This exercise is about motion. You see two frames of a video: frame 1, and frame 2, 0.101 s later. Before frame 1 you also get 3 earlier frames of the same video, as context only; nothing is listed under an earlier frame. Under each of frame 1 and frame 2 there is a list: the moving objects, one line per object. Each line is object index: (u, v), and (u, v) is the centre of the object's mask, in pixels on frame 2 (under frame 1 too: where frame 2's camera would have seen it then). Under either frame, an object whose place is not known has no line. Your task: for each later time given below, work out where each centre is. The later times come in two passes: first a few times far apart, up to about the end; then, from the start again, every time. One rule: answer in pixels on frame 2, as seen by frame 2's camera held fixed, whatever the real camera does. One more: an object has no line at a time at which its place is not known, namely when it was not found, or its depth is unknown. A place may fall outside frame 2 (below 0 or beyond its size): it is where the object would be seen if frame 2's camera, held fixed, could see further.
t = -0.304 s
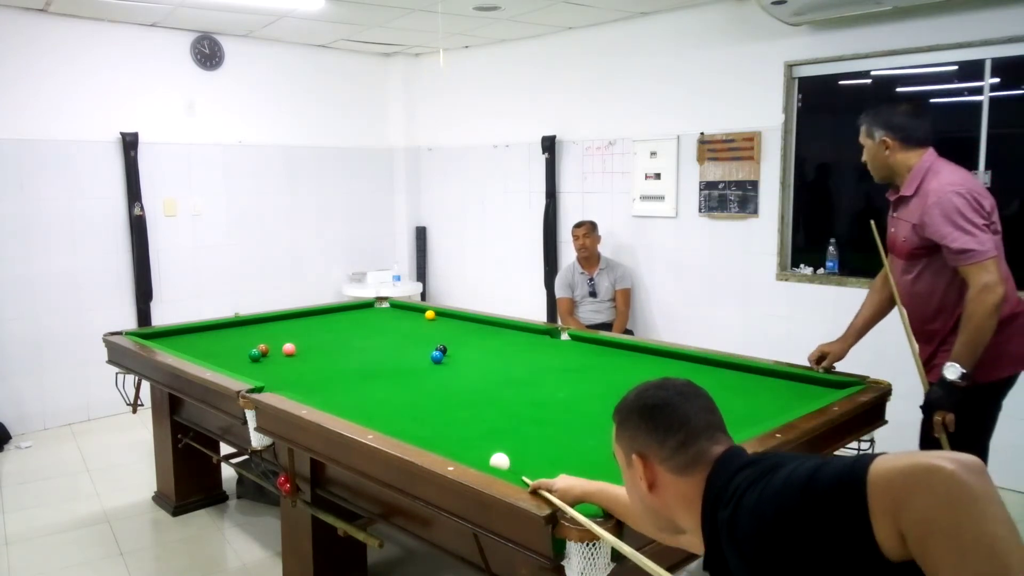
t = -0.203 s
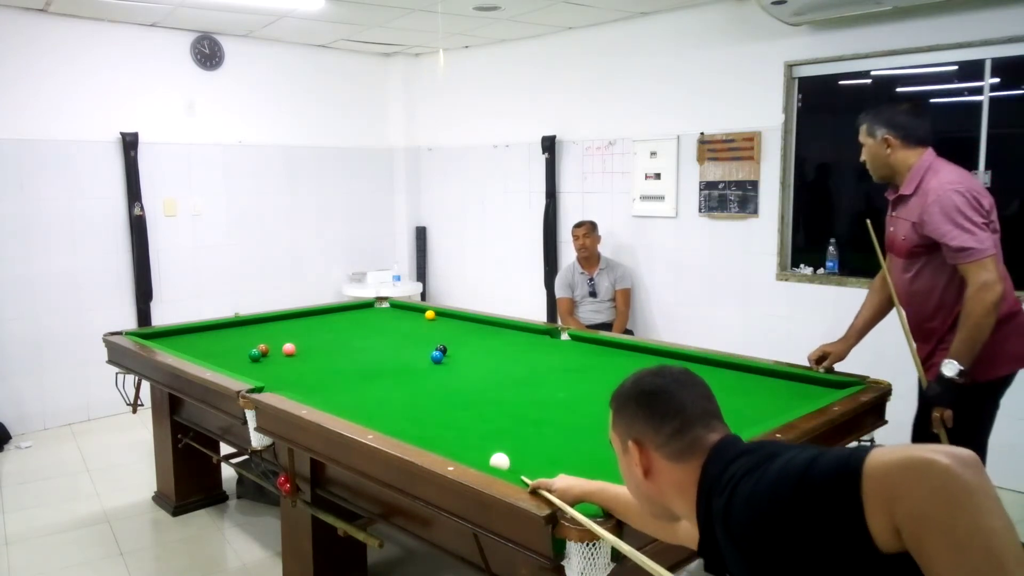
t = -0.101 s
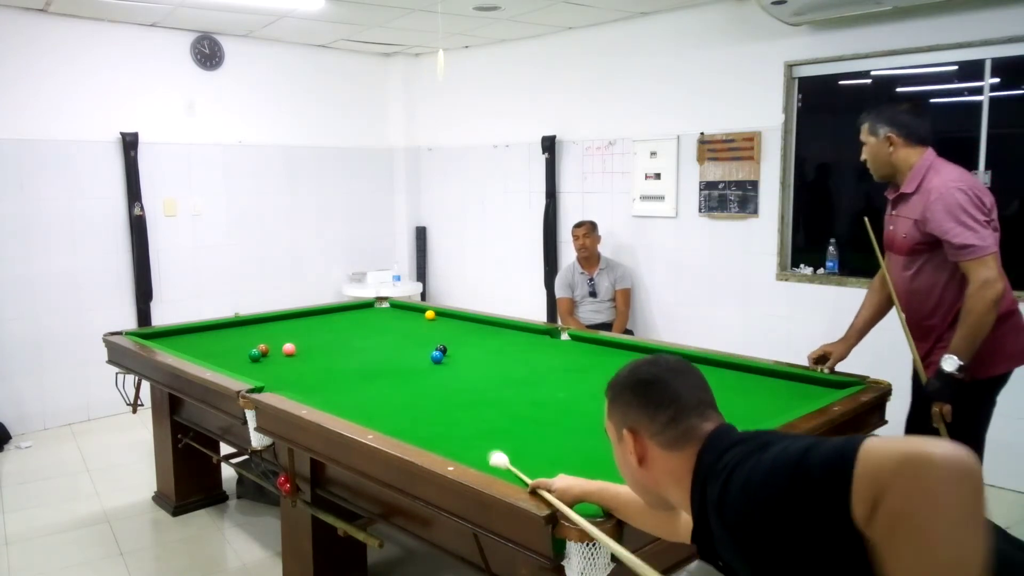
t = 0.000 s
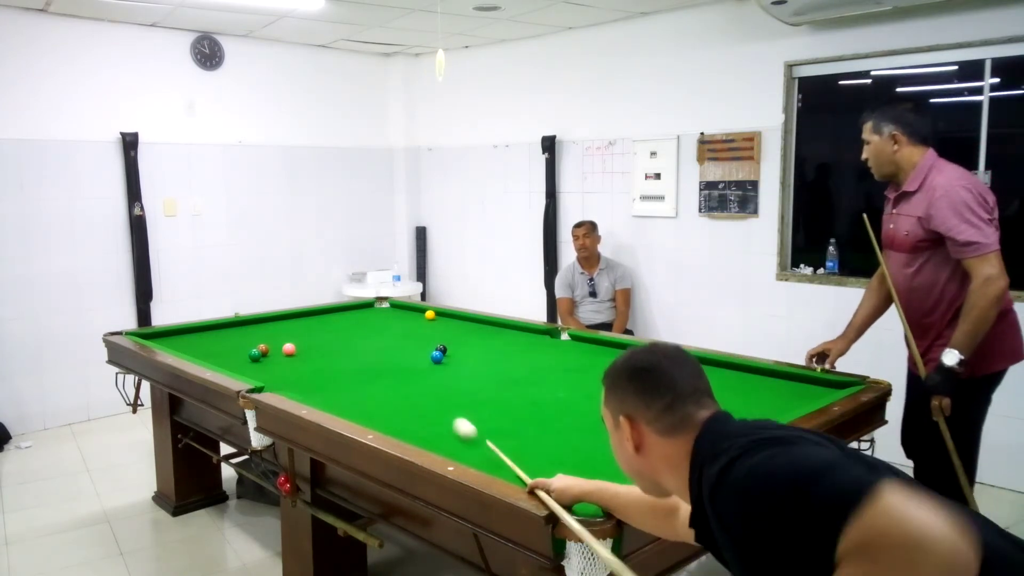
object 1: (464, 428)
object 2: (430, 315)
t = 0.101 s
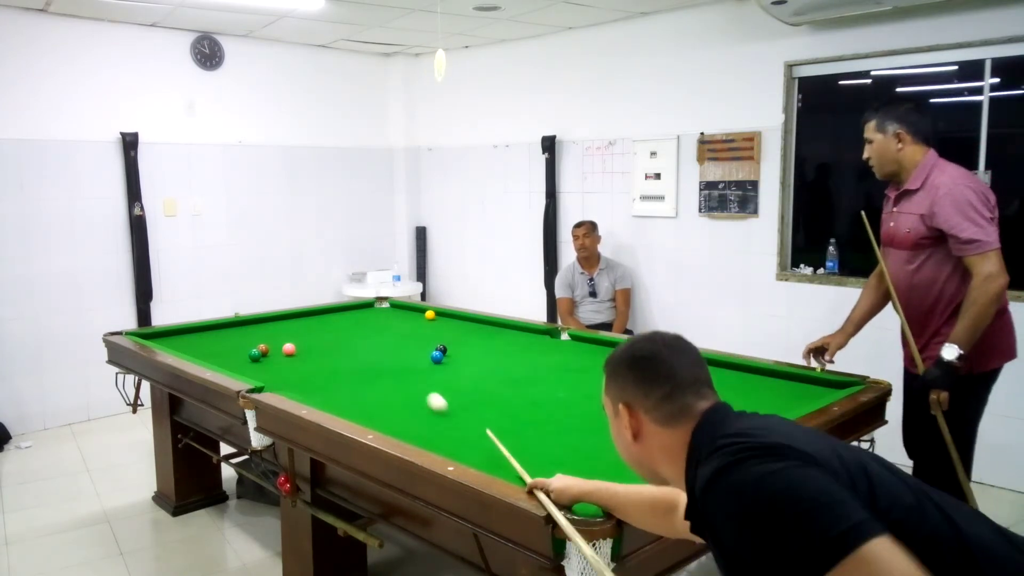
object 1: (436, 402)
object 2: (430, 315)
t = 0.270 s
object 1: (402, 369)
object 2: (430, 315)
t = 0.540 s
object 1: (365, 334)
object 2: (430, 315)
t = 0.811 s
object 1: (340, 310)
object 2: (430, 315)
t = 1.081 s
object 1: (413, 313)
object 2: (430, 315)
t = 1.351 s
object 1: (437, 313)
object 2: (478, 320)
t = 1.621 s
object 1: (436, 316)
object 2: (508, 328)
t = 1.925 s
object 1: (436, 320)
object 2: (544, 337)
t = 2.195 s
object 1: (436, 322)
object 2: (580, 346)
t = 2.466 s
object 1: (436, 325)
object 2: (617, 355)
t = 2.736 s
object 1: (435, 328)
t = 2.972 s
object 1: (435, 330)
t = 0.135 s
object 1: (429, 394)
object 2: (430, 315)
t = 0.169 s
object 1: (421, 388)
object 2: (430, 315)
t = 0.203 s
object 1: (415, 381)
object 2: (430, 315)
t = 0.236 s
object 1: (408, 375)
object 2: (430, 315)
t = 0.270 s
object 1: (402, 369)
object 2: (430, 315)
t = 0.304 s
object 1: (397, 364)
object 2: (430, 315)
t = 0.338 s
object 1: (391, 359)
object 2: (430, 315)
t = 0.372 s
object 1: (387, 354)
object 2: (430, 315)
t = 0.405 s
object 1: (382, 350)
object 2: (430, 315)
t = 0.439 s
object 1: (377, 346)
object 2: (430, 315)
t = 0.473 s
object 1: (373, 341)
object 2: (430, 315)
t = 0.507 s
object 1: (369, 338)
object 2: (430, 315)
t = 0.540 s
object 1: (365, 334)
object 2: (430, 315)
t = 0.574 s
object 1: (361, 330)
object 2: (430, 315)
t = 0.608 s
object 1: (358, 327)
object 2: (430, 315)
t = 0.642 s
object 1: (354, 324)
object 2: (430, 315)
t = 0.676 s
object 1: (351, 321)
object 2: (430, 315)
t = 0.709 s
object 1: (348, 318)
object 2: (430, 315)
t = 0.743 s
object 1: (345, 315)
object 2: (430, 315)
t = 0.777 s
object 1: (342, 312)
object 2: (430, 315)
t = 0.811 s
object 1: (340, 310)
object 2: (430, 315)
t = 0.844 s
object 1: (340, 308)
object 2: (430, 315)
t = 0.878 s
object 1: (350, 308)
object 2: (430, 315)
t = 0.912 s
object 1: (360, 309)
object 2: (430, 315)
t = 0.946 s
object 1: (371, 310)
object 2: (430, 315)
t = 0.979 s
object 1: (382, 311)
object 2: (430, 315)
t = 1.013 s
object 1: (392, 312)
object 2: (430, 315)
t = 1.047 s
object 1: (403, 312)
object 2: (430, 315)
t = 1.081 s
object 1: (413, 313)
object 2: (430, 315)
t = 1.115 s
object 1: (421, 314)
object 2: (432, 315)
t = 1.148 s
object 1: (424, 314)
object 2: (438, 316)
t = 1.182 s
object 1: (427, 313)
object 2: (446, 317)
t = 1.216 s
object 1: (429, 313)
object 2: (453, 317)
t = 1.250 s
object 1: (432, 313)
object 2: (460, 318)
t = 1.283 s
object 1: (435, 313)
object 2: (467, 319)
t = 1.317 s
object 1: (437, 313)
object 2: (473, 320)
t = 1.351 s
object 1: (437, 313)
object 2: (478, 320)
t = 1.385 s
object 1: (437, 314)
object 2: (481, 321)
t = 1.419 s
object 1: (437, 314)
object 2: (485, 322)
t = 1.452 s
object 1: (437, 314)
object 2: (489, 323)
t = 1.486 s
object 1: (437, 315)
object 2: (492, 324)
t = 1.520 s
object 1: (437, 315)
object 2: (496, 325)
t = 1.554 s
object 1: (437, 316)
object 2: (500, 326)
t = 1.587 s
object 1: (437, 316)
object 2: (504, 327)
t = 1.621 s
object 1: (436, 316)
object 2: (508, 328)
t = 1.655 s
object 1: (436, 317)
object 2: (512, 329)
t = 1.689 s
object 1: (436, 317)
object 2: (516, 330)
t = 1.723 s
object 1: (436, 317)
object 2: (520, 331)
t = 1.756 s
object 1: (436, 318)
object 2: (524, 332)
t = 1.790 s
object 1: (436, 318)
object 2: (528, 333)
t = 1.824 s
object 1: (436, 319)
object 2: (532, 334)
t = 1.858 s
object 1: (436, 319)
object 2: (536, 335)
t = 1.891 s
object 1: (436, 319)
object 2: (540, 336)
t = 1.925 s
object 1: (436, 320)
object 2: (544, 337)
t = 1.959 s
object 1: (436, 320)
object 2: (549, 338)
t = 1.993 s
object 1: (436, 320)
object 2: (553, 339)
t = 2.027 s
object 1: (436, 321)
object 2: (557, 340)
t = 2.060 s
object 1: (436, 321)
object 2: (561, 341)
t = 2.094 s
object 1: (436, 321)
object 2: (566, 342)
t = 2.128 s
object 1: (436, 322)
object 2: (570, 343)
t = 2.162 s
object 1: (436, 322)
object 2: (575, 344)
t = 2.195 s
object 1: (436, 322)
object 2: (580, 346)
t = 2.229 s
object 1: (436, 323)
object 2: (584, 347)
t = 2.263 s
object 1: (436, 323)
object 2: (589, 348)
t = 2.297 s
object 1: (436, 324)
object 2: (593, 349)
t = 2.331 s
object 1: (436, 324)
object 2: (598, 350)
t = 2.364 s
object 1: (436, 324)
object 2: (603, 351)
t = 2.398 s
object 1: (436, 325)
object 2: (607, 352)
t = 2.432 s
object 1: (436, 325)
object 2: (612, 354)
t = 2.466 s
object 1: (436, 325)
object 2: (617, 355)
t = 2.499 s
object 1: (436, 326)
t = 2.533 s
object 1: (436, 326)
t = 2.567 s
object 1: (436, 326)
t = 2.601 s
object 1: (436, 327)
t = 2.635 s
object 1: (436, 327)
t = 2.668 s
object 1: (436, 327)
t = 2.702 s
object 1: (435, 327)
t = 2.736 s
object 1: (435, 328)
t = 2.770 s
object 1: (435, 328)
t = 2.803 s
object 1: (435, 328)
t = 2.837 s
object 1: (435, 329)
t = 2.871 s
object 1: (435, 329)
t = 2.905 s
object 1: (435, 329)
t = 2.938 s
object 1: (435, 329)
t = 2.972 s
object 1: (435, 330)
